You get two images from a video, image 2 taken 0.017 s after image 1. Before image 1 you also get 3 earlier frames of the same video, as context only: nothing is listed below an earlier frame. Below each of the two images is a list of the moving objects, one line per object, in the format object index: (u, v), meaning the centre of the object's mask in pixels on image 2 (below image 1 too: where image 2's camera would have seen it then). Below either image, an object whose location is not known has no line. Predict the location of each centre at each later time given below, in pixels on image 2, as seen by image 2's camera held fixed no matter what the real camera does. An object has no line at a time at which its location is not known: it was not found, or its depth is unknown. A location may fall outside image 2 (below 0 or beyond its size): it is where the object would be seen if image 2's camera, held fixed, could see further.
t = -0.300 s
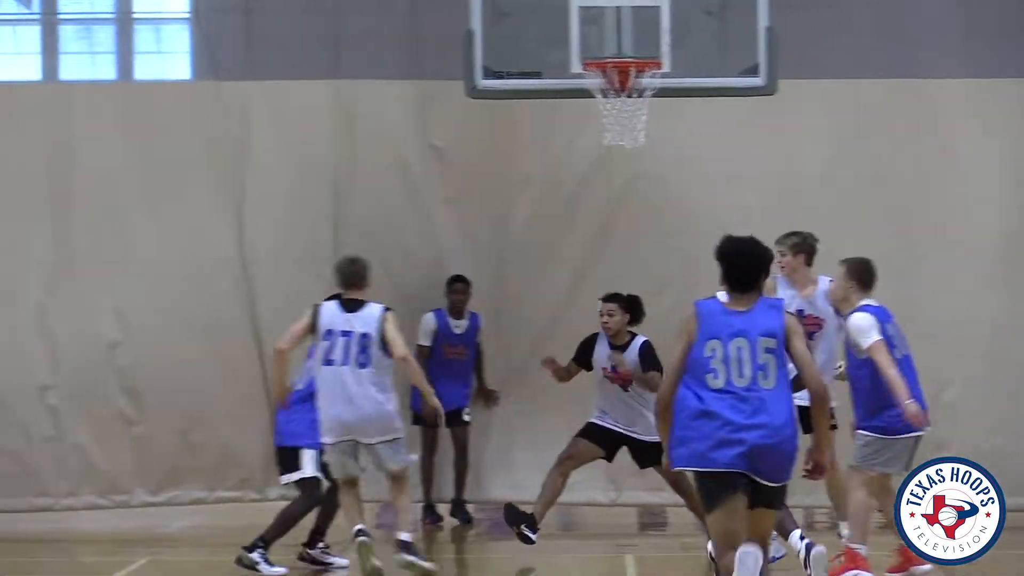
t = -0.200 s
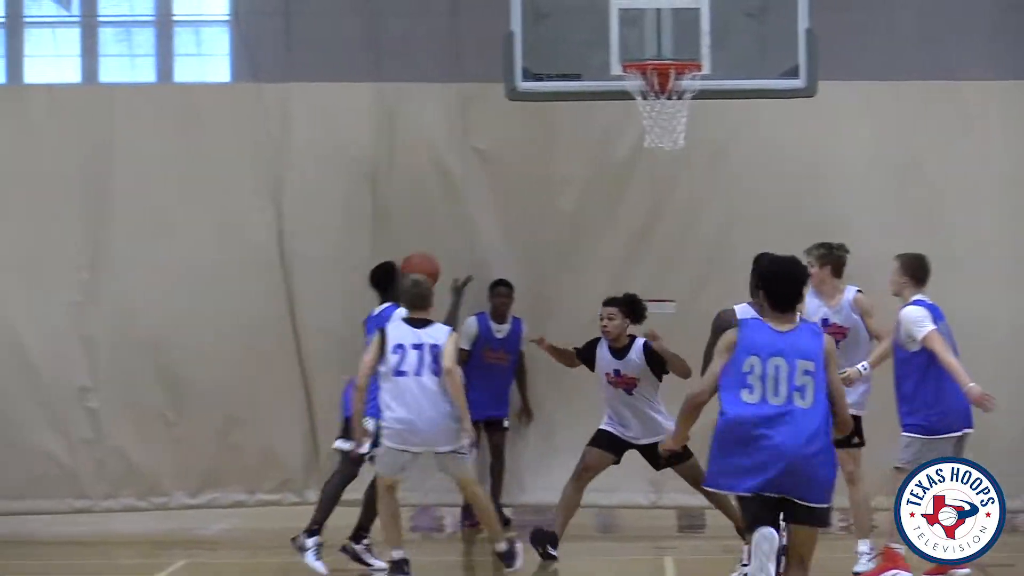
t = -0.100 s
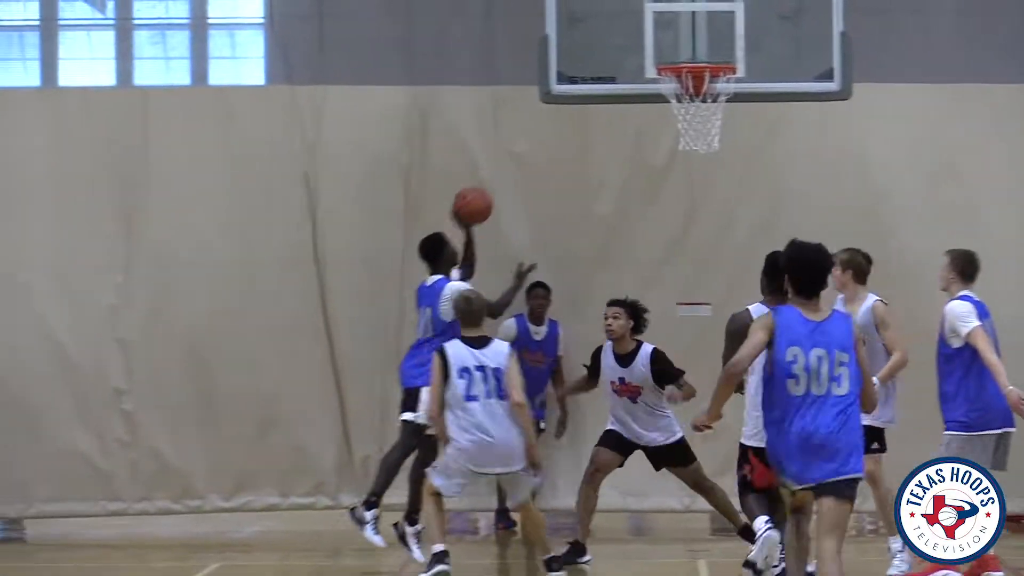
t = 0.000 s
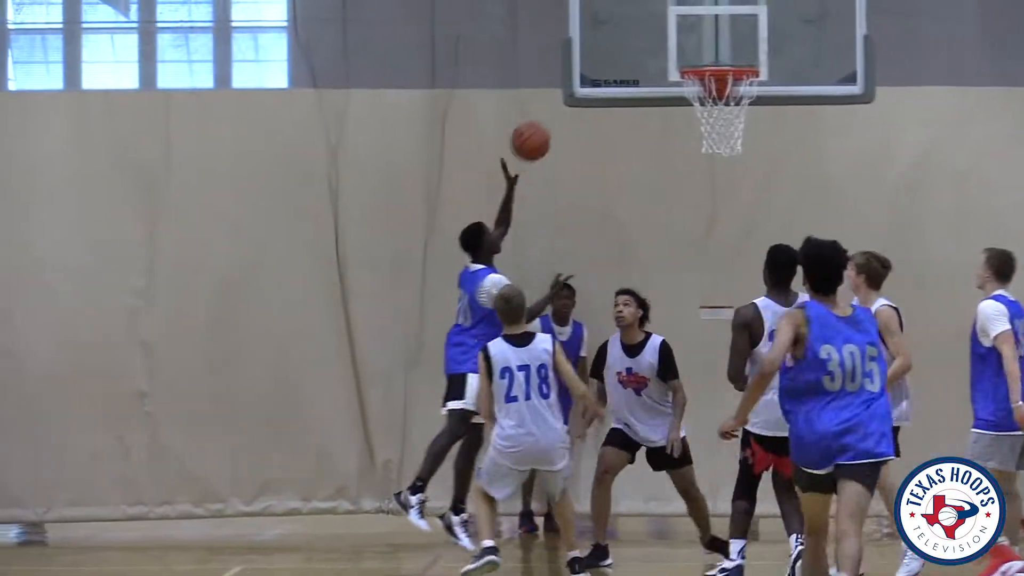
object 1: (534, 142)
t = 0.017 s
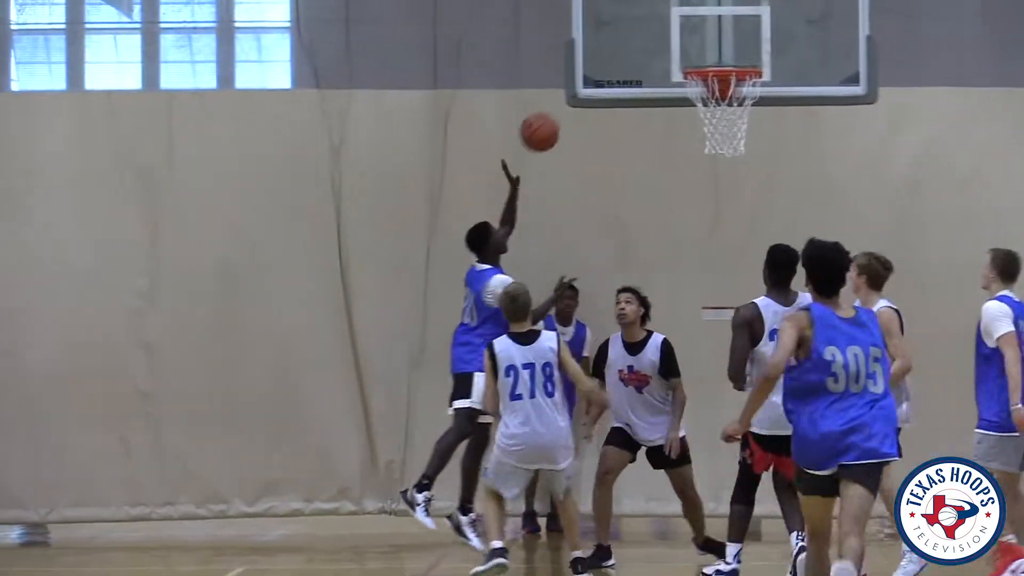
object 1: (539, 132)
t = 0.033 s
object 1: (546, 122)
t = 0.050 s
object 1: (552, 114)
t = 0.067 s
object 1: (558, 106)
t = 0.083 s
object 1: (565, 99)
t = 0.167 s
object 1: (597, 65)
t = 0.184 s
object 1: (603, 60)
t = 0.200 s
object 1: (609, 55)
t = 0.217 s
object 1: (615, 50)
